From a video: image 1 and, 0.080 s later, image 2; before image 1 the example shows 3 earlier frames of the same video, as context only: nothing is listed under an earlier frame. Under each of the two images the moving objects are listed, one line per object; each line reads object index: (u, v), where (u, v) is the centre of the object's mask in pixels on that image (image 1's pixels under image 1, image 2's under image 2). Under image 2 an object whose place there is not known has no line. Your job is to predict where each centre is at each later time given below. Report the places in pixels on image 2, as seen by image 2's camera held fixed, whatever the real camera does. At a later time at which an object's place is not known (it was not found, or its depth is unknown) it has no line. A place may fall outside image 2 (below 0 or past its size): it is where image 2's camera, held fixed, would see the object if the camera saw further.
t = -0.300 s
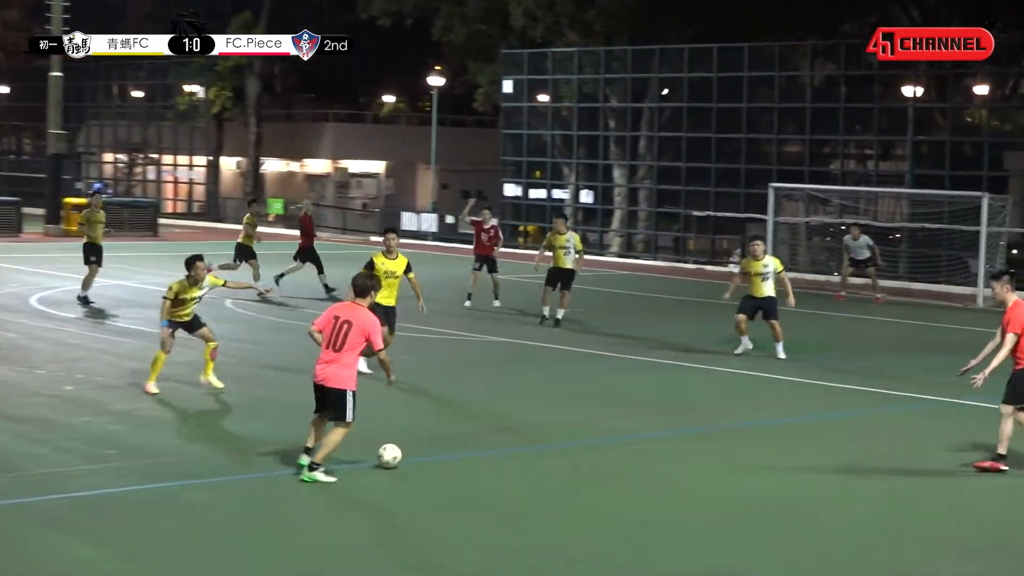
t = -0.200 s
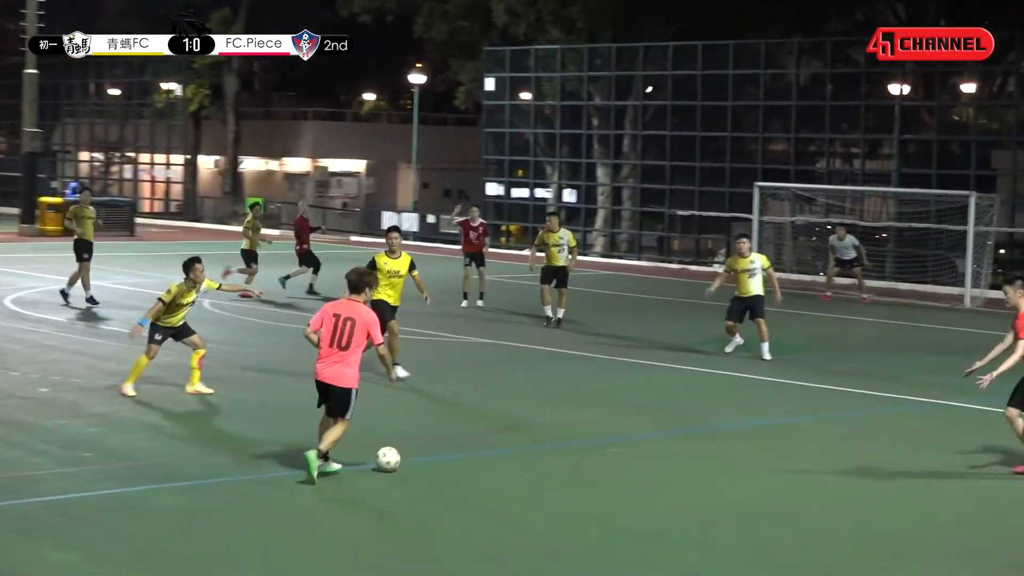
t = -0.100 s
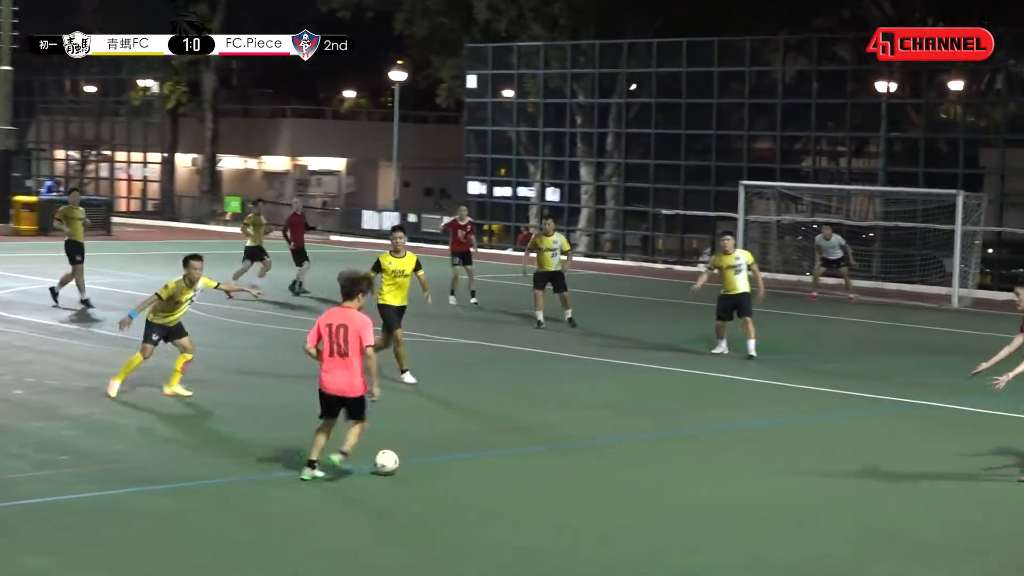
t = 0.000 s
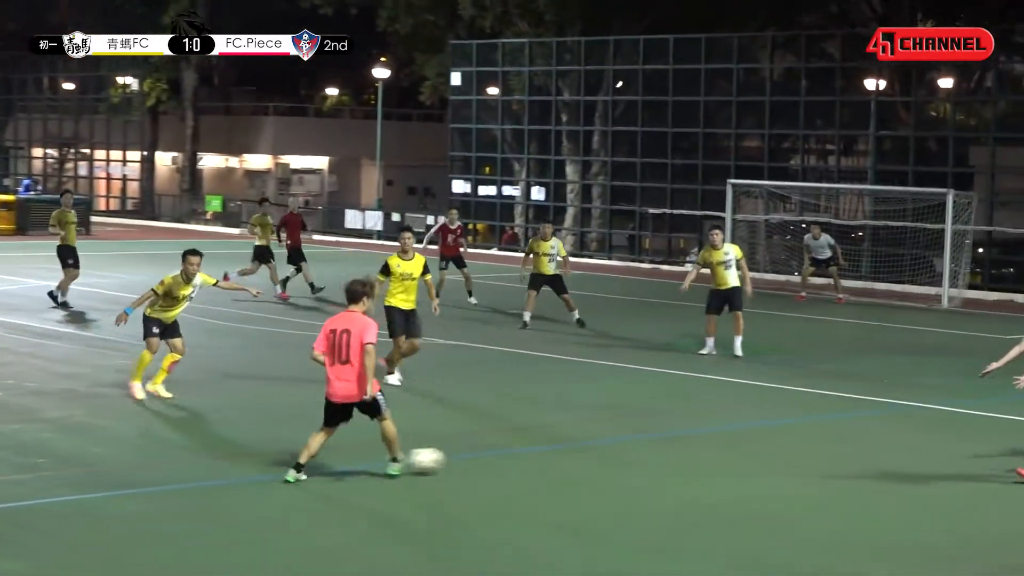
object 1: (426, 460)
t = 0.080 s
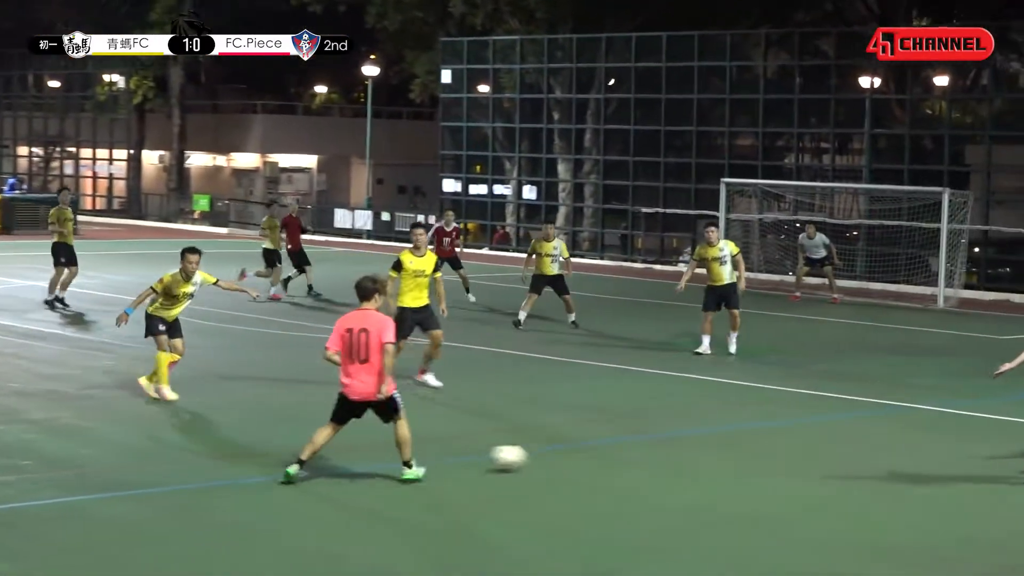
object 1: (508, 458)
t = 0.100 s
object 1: (530, 457)
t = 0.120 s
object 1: (549, 456)
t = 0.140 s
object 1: (568, 453)
